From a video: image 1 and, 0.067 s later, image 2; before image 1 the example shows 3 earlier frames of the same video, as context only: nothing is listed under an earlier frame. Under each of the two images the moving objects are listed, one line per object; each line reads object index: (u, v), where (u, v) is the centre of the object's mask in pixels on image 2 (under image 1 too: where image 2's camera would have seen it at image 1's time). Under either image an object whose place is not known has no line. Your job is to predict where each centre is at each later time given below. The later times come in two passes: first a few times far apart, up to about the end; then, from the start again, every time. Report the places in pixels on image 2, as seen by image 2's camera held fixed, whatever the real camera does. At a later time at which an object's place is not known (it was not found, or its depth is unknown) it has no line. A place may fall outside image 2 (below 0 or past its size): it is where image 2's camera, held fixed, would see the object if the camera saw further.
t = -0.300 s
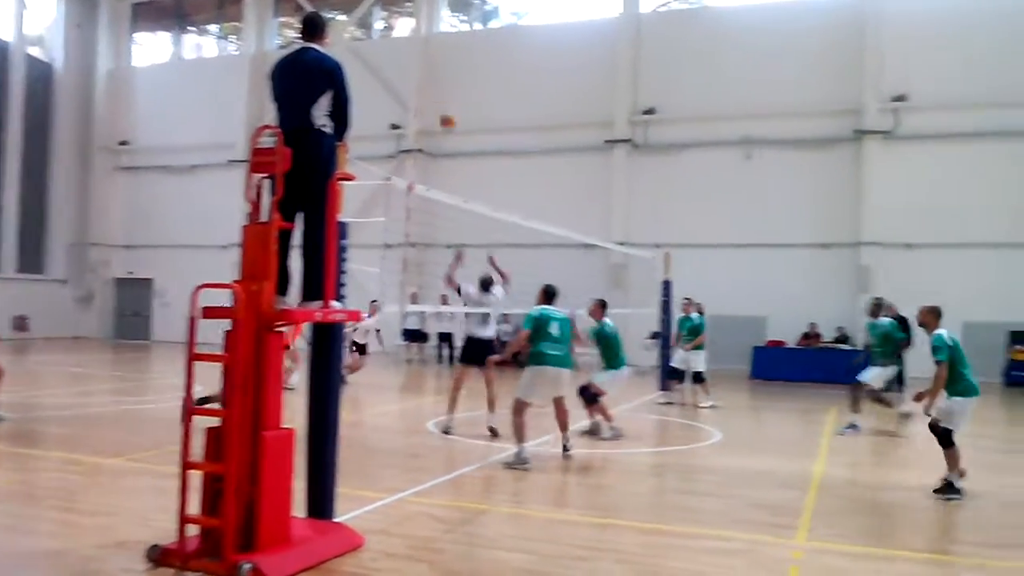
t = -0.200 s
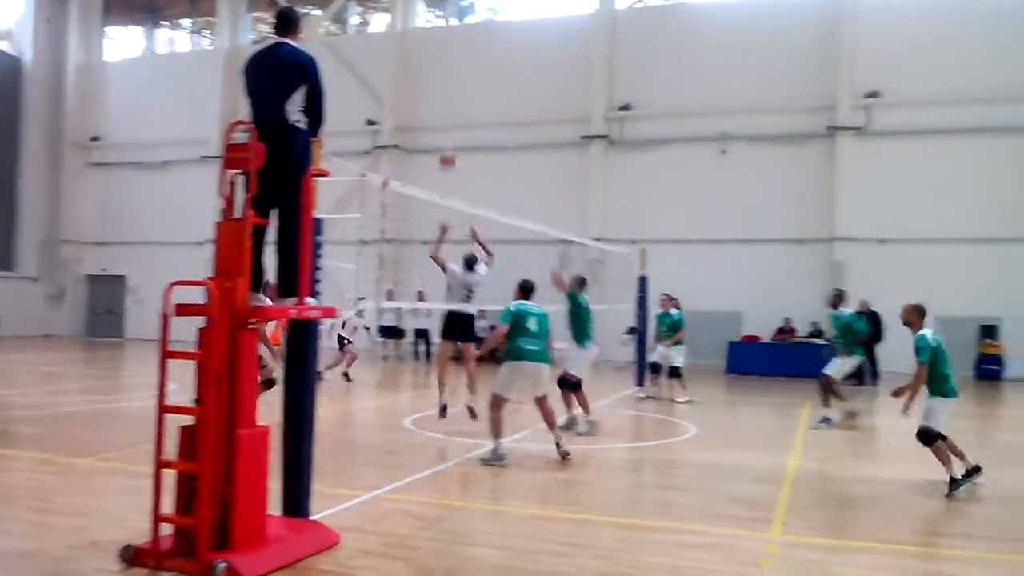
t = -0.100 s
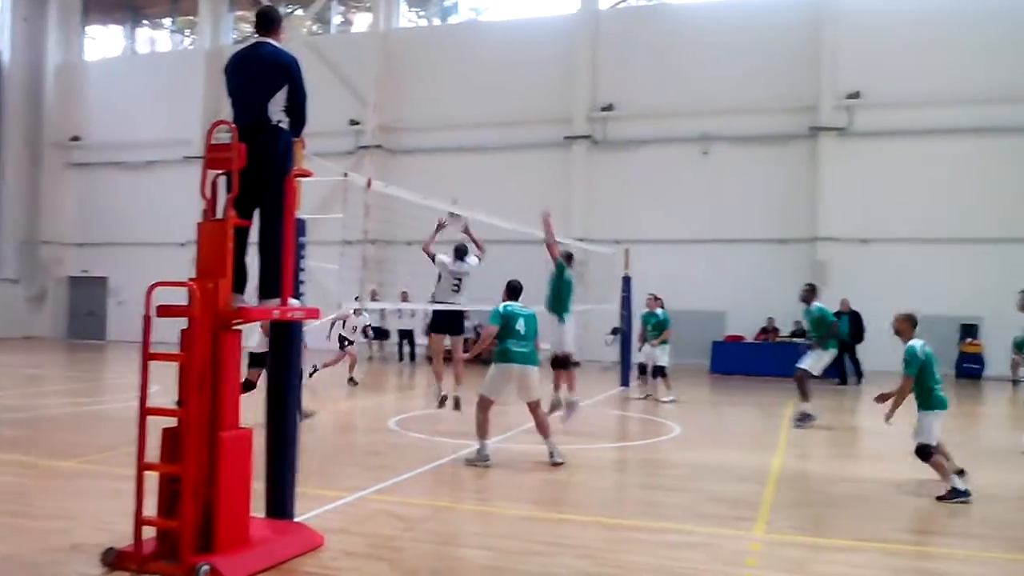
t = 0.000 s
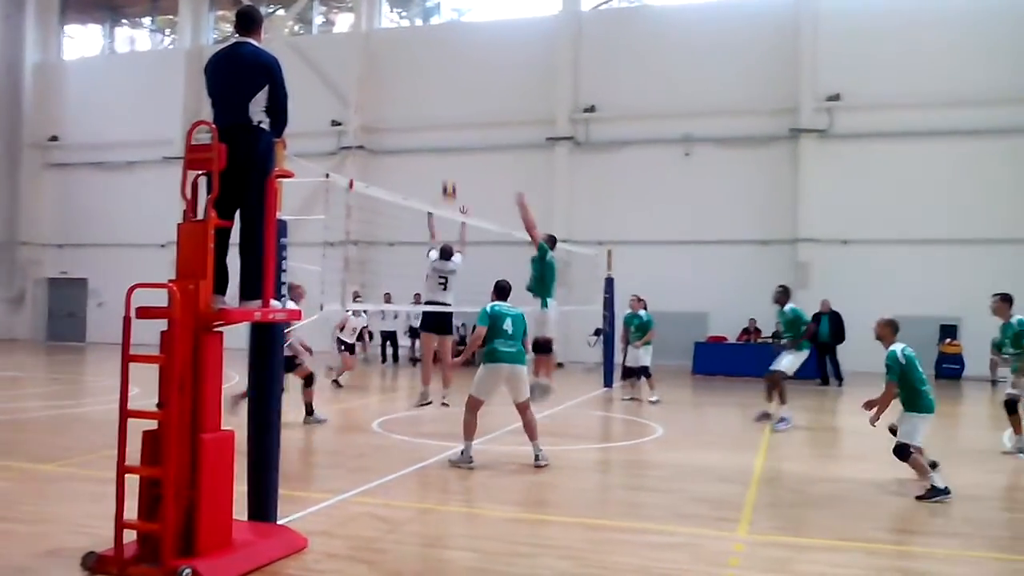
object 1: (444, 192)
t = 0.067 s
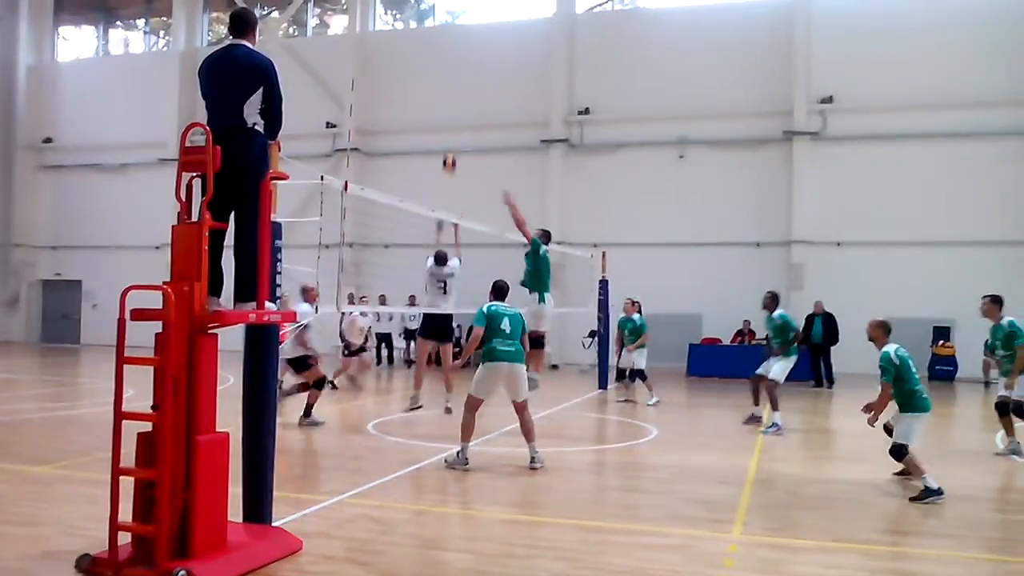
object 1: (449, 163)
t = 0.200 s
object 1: (460, 120)
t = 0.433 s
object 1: (475, 84)
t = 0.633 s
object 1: (485, 85)
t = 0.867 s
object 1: (493, 117)
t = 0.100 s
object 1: (451, 150)
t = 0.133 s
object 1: (454, 139)
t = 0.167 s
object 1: (457, 128)
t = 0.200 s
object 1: (460, 120)
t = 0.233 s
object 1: (462, 112)
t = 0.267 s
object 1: (464, 105)
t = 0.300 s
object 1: (467, 99)
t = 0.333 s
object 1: (470, 94)
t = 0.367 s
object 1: (471, 89)
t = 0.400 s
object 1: (473, 86)
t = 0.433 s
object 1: (475, 84)
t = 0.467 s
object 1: (477, 81)
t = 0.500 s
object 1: (479, 80)
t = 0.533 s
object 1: (481, 81)
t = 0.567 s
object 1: (482, 81)
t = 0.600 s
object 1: (483, 83)
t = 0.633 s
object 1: (485, 85)
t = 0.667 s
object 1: (487, 88)
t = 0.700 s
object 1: (488, 91)
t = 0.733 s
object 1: (489, 94)
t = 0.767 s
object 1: (491, 100)
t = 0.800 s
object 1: (491, 105)
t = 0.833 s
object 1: (492, 110)
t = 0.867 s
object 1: (493, 117)
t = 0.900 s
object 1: (495, 124)
